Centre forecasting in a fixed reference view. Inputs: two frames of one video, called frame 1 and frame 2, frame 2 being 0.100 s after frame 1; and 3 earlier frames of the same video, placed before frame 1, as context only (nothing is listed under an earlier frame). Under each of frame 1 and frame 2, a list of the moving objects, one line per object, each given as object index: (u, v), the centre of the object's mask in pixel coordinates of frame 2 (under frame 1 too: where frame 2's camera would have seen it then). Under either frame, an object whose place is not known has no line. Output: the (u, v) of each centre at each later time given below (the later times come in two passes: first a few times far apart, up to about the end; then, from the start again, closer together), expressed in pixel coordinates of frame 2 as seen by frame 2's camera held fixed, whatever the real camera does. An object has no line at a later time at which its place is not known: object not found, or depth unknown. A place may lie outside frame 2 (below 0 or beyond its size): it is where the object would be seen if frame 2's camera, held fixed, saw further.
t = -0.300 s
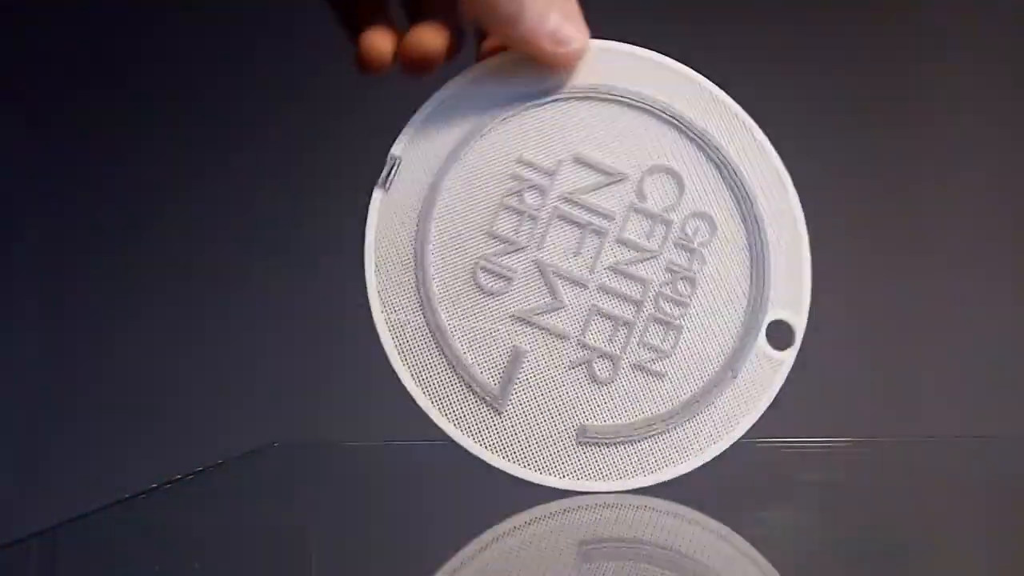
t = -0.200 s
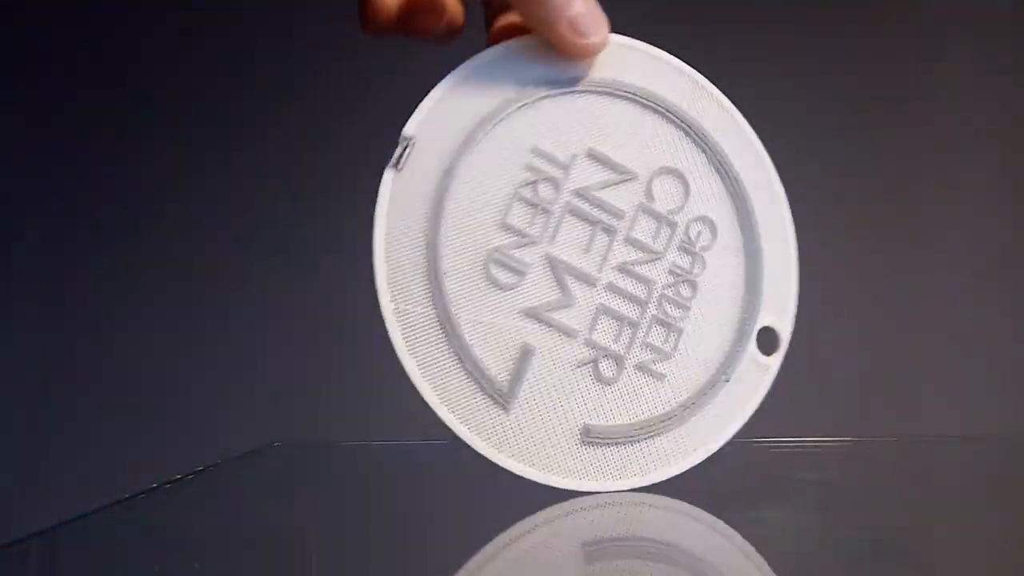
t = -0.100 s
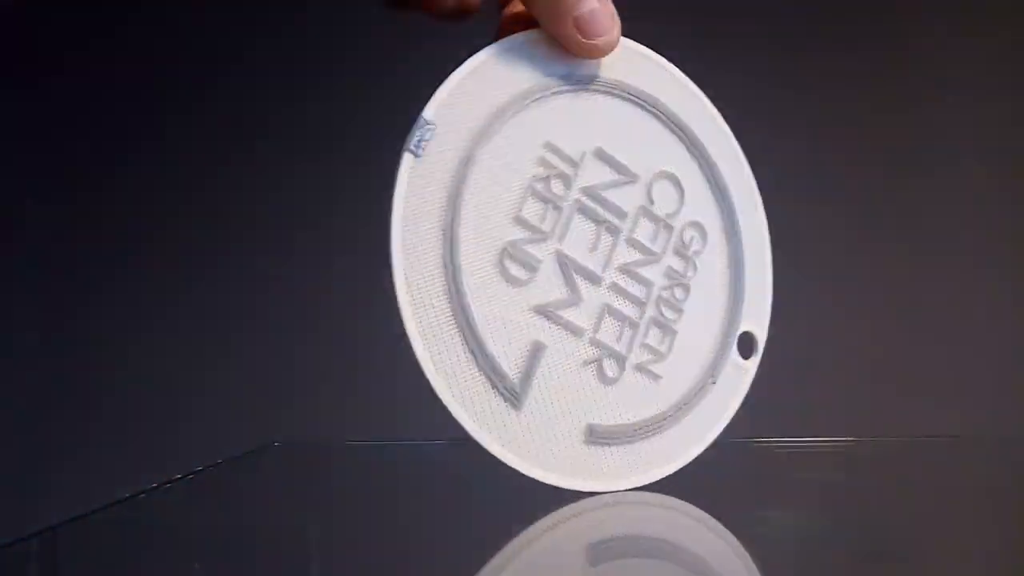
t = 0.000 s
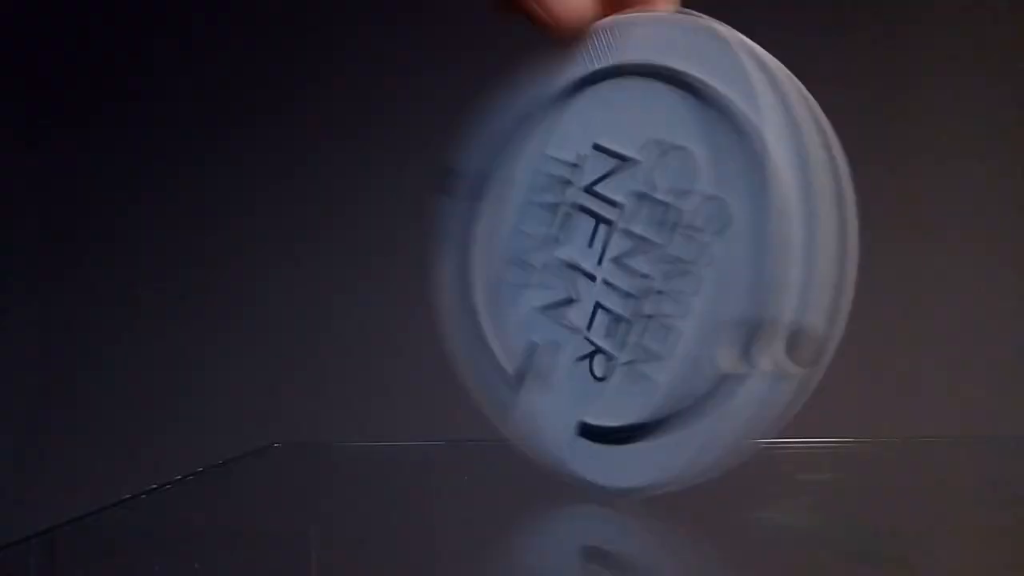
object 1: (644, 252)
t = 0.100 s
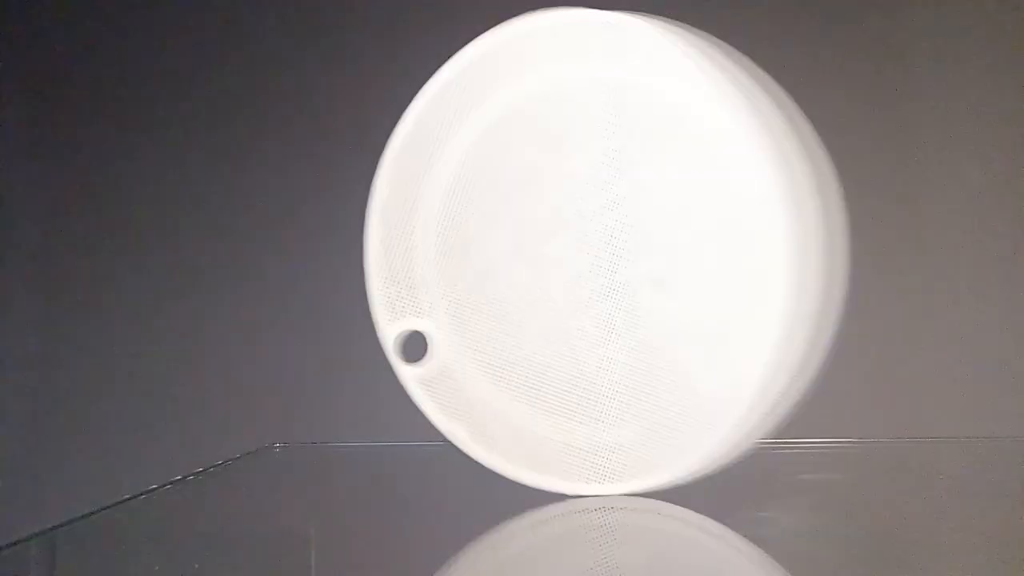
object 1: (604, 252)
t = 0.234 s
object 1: (583, 264)
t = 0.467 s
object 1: (585, 259)
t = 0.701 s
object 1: (599, 252)
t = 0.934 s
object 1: (590, 265)
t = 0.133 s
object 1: (636, 246)
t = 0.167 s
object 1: (664, 238)
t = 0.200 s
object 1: (623, 225)
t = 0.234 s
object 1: (583, 264)
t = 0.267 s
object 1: (604, 261)
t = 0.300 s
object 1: (617, 256)
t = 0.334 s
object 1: (631, 246)
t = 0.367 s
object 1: (638, 229)
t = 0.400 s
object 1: (559, 256)
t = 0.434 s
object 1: (563, 260)
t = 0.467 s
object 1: (585, 259)
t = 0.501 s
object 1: (599, 260)
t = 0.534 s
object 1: (623, 253)
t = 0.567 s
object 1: (617, 235)
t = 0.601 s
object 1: (558, 253)
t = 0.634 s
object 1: (561, 252)
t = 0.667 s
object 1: (585, 253)
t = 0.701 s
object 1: (599, 252)
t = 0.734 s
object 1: (625, 248)
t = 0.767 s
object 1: (642, 243)
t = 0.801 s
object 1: (629, 234)
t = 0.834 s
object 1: (580, 266)
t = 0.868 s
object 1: (574, 268)
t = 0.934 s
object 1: (590, 265)
